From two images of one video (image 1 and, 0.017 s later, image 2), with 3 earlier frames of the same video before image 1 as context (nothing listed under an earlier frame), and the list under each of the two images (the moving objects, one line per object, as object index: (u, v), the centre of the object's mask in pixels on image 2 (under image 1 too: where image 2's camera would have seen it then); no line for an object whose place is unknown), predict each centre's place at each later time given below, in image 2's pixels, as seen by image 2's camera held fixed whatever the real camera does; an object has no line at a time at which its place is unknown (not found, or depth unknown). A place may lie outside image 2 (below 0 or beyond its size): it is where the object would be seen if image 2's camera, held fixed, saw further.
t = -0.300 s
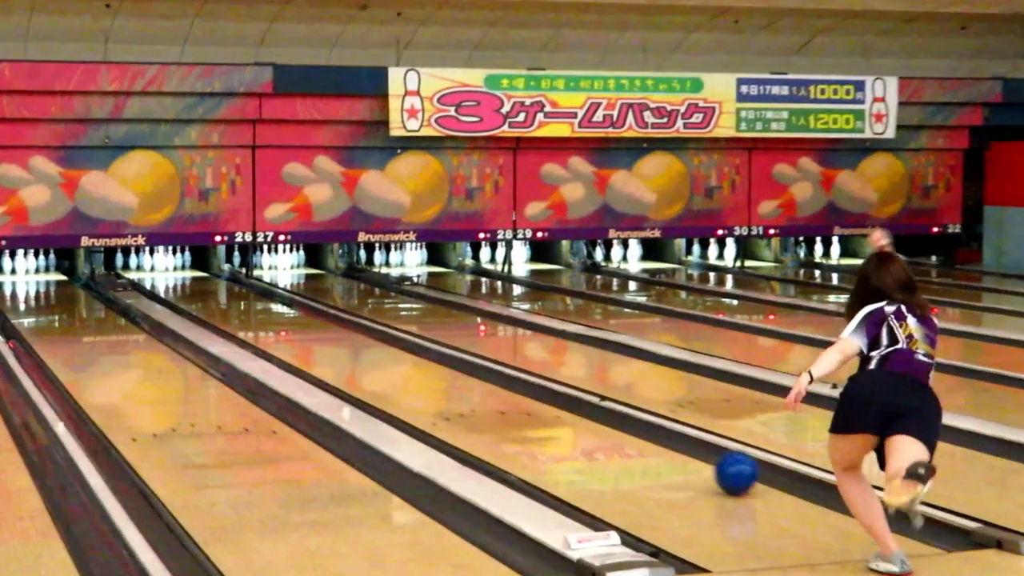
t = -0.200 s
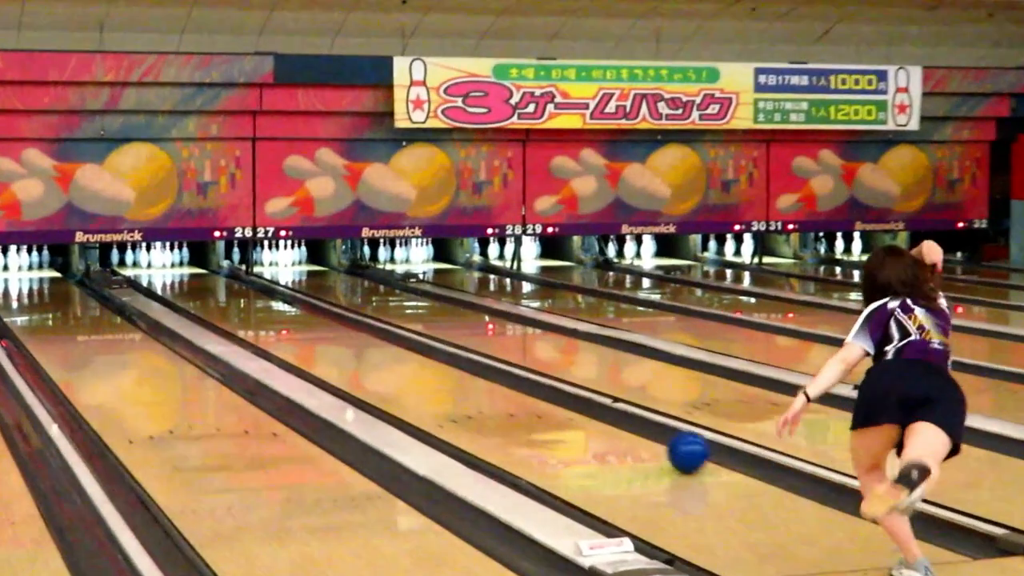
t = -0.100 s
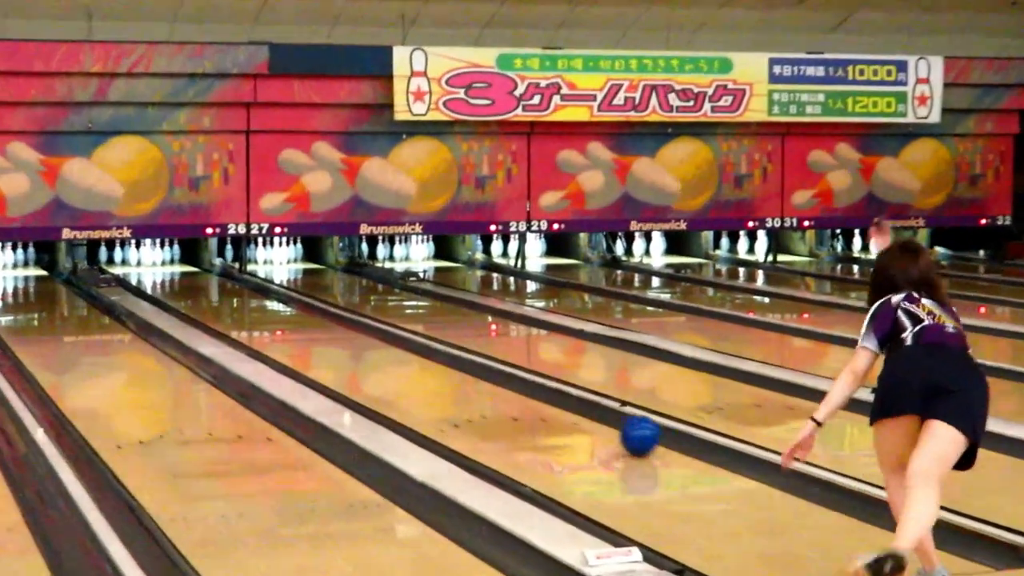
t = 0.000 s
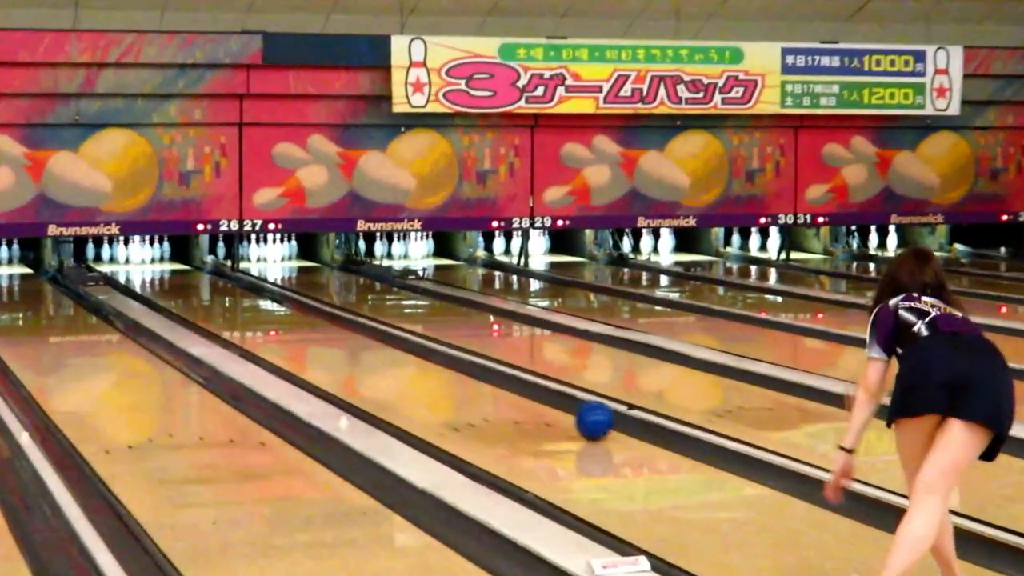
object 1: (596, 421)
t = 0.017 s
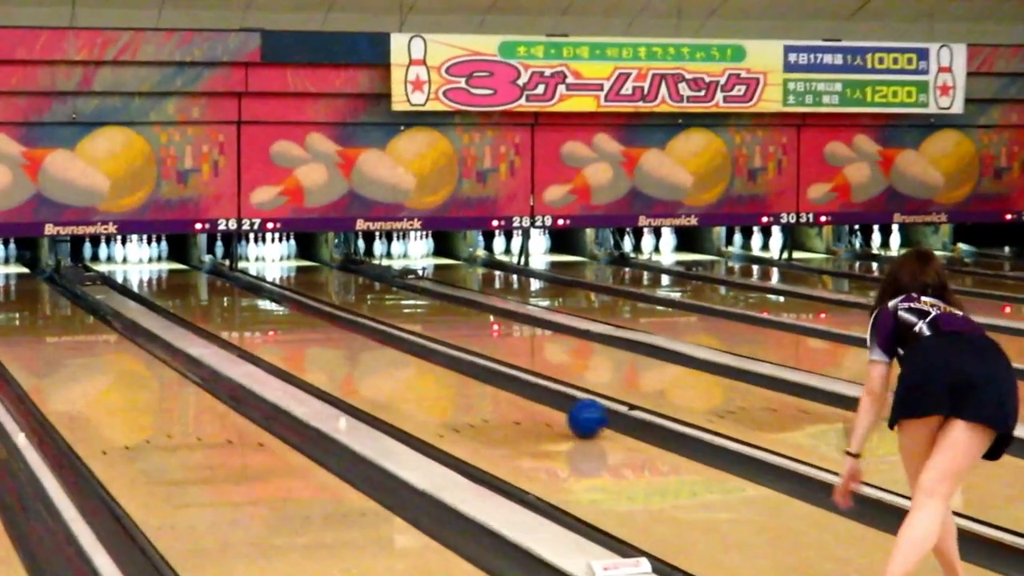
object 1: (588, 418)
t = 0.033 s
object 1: (579, 414)
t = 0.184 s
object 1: (513, 389)
